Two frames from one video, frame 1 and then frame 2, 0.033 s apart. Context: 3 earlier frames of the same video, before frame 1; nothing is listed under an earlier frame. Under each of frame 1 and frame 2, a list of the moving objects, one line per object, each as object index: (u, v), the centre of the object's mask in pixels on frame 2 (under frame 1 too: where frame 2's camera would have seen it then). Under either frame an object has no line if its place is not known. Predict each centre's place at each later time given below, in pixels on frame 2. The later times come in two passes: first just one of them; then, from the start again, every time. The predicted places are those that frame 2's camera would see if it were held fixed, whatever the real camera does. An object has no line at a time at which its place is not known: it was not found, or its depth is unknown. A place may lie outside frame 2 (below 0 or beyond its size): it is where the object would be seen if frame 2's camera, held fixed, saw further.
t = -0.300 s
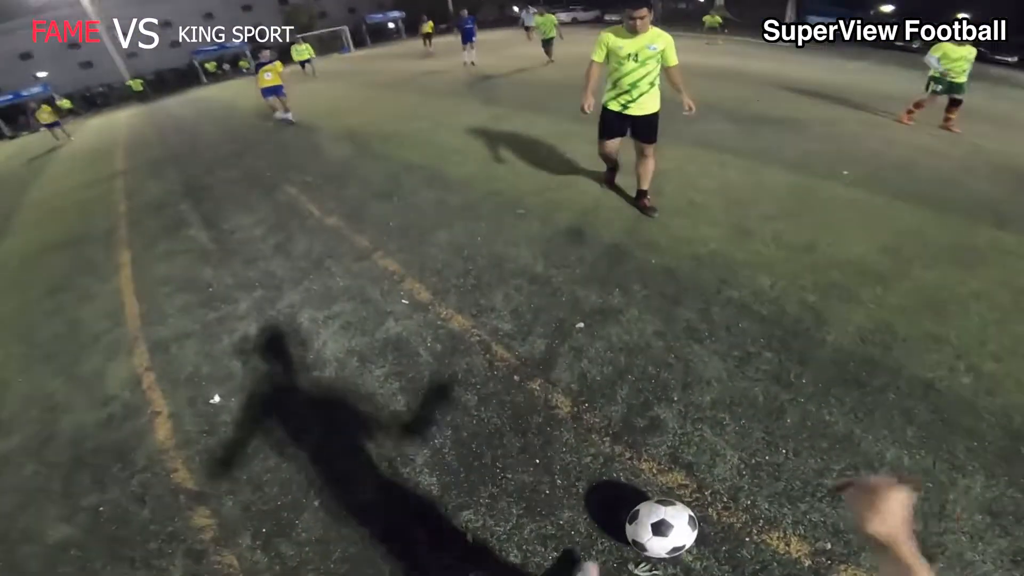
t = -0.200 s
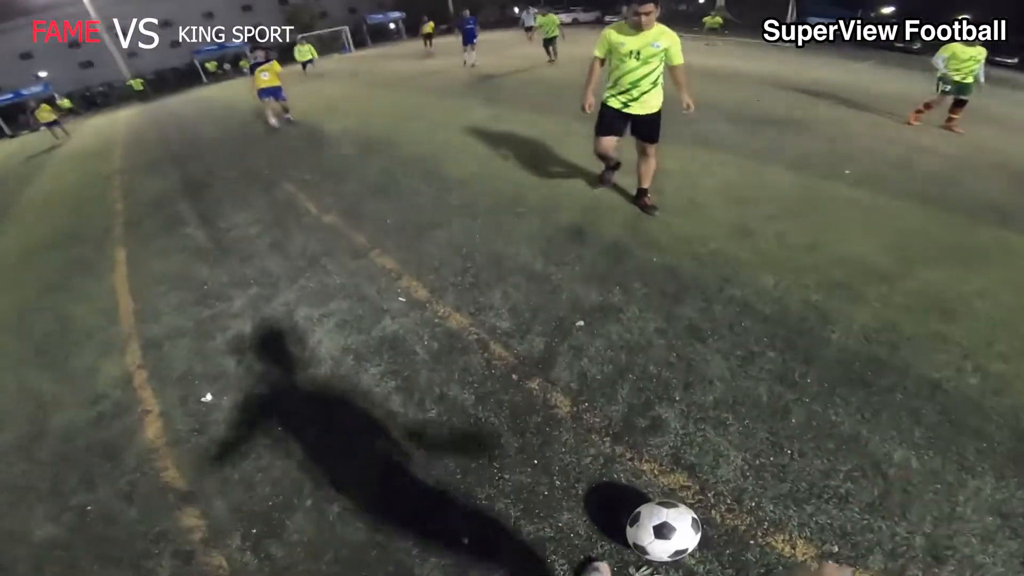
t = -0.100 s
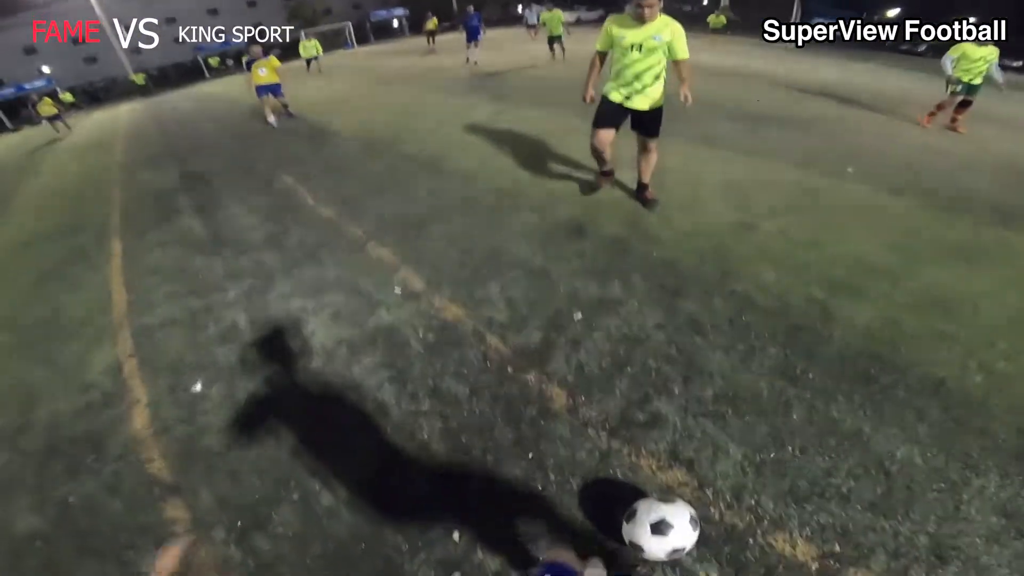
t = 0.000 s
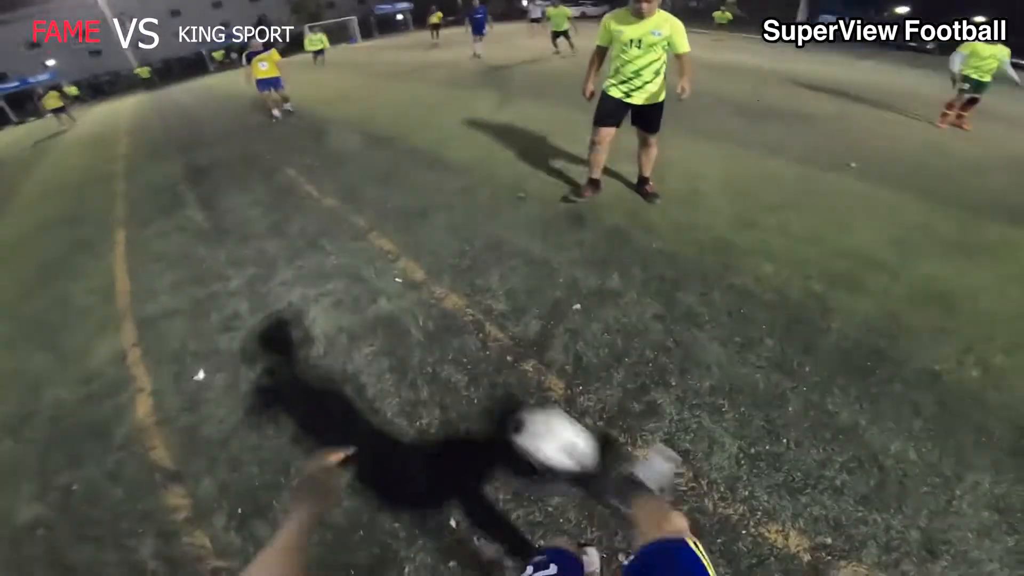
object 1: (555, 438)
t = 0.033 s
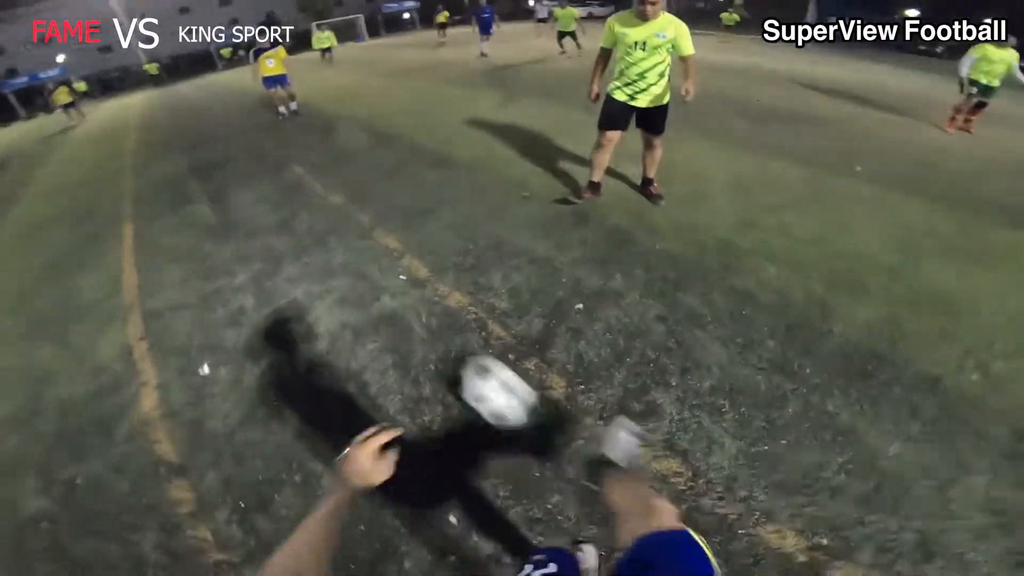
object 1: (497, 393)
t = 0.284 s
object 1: (299, 214)
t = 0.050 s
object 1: (472, 371)
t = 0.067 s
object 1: (450, 351)
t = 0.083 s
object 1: (428, 333)
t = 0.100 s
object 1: (410, 317)
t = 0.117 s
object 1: (395, 303)
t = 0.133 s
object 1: (381, 287)
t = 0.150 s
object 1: (368, 276)
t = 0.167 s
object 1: (357, 264)
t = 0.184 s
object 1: (346, 255)
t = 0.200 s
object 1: (337, 245)
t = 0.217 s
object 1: (329, 237)
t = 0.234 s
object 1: (320, 230)
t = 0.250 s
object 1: (313, 225)
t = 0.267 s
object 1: (306, 219)
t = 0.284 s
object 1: (299, 214)
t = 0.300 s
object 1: (294, 210)
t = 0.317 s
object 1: (290, 207)
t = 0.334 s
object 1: (285, 203)
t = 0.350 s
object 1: (280, 197)
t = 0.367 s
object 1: (275, 191)
